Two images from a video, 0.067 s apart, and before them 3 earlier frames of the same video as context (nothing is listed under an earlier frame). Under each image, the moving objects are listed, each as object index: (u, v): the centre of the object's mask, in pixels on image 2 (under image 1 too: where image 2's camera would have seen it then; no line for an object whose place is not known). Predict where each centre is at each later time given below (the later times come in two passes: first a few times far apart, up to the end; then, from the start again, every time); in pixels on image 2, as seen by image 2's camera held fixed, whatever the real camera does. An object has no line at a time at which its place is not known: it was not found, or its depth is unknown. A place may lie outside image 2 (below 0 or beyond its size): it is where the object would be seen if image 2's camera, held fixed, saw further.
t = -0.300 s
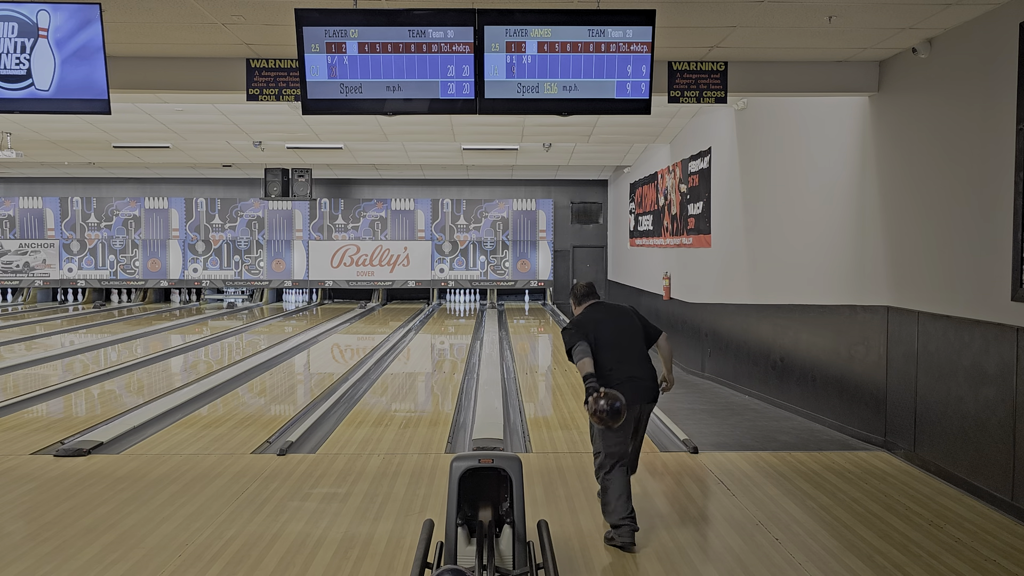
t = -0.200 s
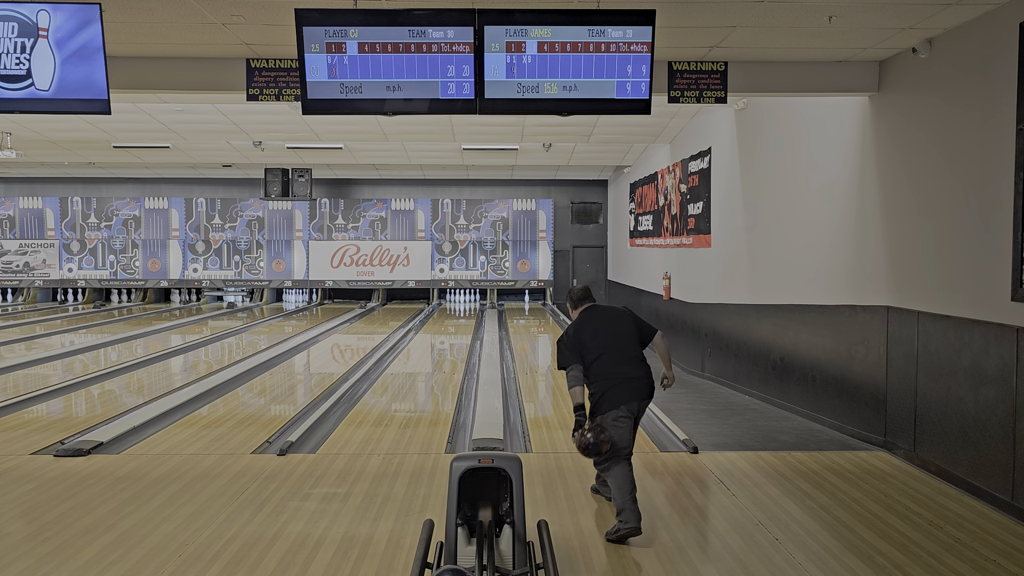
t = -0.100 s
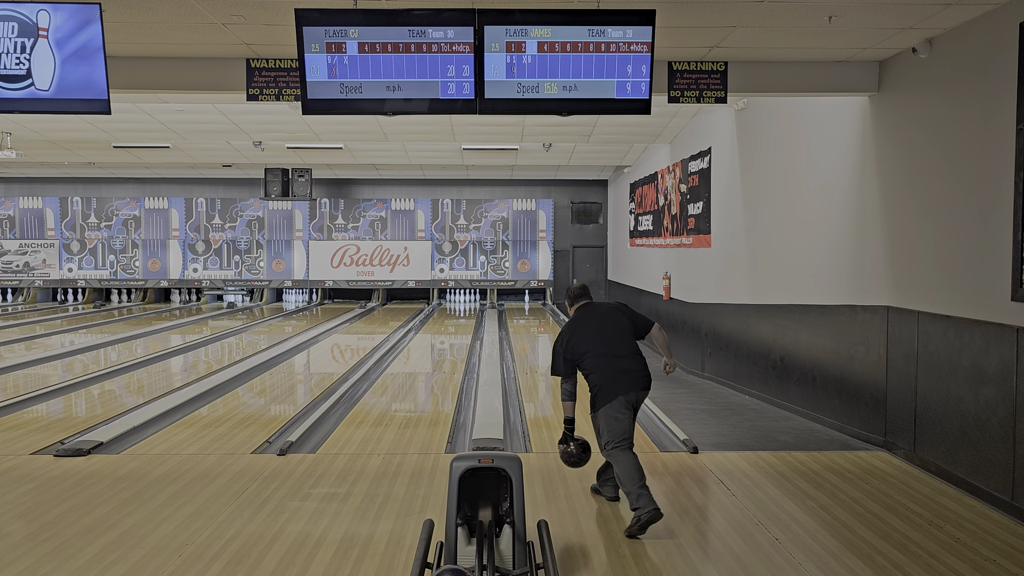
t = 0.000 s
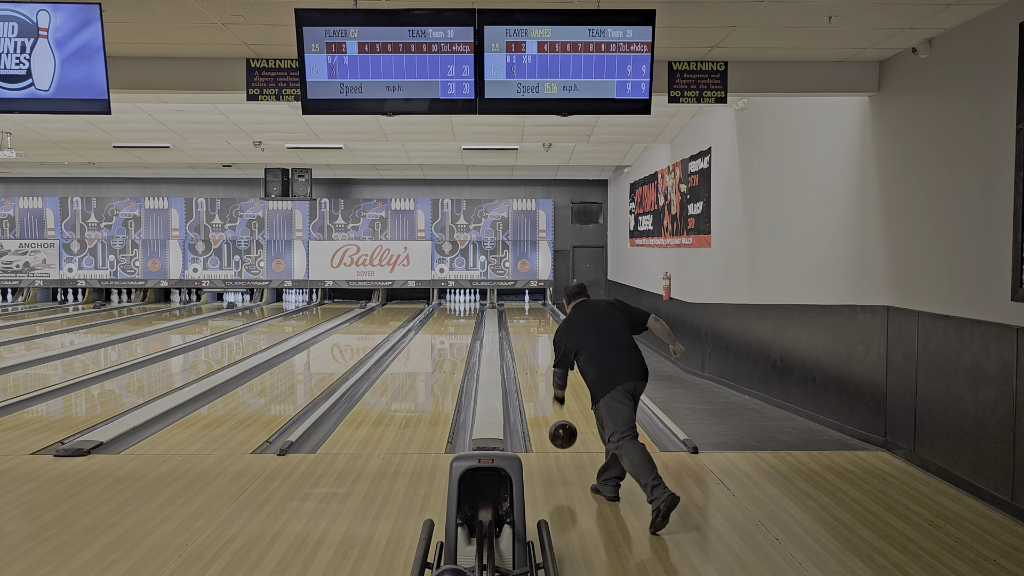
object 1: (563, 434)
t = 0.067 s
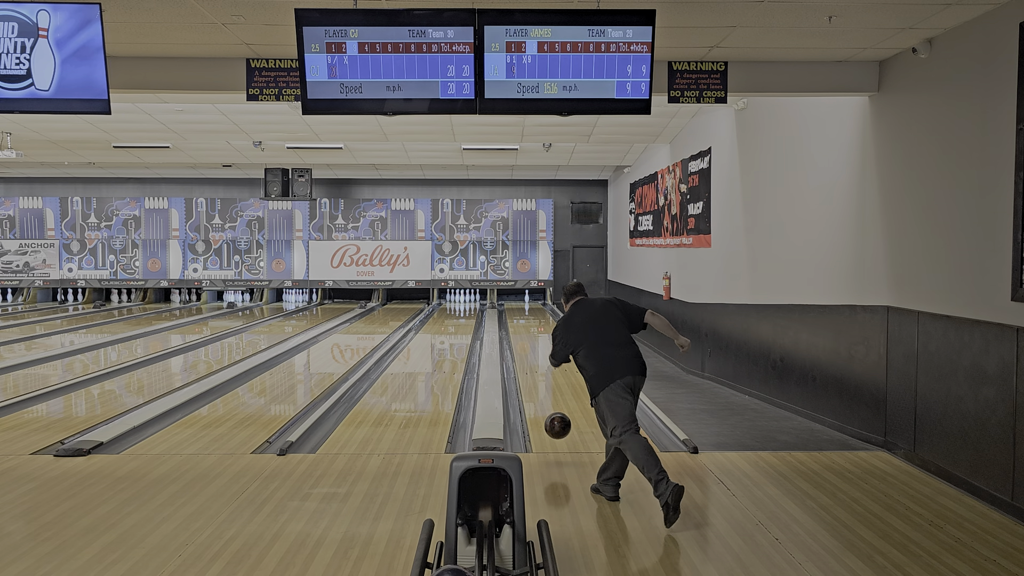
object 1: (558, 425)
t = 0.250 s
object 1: (546, 413)
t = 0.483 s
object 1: (537, 387)
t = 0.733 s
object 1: (530, 366)
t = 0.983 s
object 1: (525, 350)
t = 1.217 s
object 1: (521, 339)
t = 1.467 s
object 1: (519, 329)
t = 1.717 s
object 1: (517, 322)
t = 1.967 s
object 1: (516, 316)
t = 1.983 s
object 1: (516, 315)
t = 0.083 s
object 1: (556, 424)
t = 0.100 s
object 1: (555, 423)
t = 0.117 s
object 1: (554, 423)
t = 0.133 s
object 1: (553, 423)
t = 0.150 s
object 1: (552, 423)
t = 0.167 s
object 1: (551, 423)
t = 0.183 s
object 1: (550, 424)
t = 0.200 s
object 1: (549, 423)
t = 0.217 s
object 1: (548, 419)
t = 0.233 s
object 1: (547, 416)
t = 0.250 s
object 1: (546, 413)
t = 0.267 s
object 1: (546, 411)
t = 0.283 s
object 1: (545, 409)
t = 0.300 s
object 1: (544, 407)
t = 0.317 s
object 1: (543, 406)
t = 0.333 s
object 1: (542, 404)
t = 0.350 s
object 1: (542, 402)
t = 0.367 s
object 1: (541, 400)
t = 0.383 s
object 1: (540, 398)
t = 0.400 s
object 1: (540, 396)
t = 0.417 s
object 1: (539, 394)
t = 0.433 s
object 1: (538, 392)
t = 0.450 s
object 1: (538, 391)
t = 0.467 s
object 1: (537, 389)
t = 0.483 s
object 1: (537, 387)
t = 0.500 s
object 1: (536, 385)
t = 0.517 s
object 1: (536, 384)
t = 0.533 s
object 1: (535, 382)
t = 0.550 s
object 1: (534, 381)
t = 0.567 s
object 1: (534, 379)
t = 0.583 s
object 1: (534, 378)
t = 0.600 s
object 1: (533, 376)
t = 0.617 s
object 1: (532, 375)
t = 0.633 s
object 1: (531, 373)
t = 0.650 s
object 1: (532, 372)
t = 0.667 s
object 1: (531, 371)
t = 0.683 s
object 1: (531, 369)
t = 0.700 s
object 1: (530, 368)
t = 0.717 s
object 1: (530, 367)
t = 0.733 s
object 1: (530, 366)
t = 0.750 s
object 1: (529, 365)
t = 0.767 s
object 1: (529, 363)
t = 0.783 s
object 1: (529, 362)
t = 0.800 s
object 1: (528, 361)
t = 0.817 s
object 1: (528, 360)
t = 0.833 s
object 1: (528, 359)
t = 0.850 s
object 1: (527, 358)
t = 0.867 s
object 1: (527, 357)
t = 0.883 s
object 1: (526, 356)
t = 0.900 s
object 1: (526, 355)
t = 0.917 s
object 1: (526, 354)
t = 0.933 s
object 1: (525, 353)
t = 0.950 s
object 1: (525, 352)
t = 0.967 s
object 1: (525, 351)
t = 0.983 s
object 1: (525, 350)
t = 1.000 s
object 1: (524, 349)
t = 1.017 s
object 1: (524, 348)
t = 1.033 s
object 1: (524, 348)
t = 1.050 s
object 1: (524, 347)
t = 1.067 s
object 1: (523, 346)
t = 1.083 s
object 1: (523, 345)
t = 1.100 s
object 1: (523, 344)
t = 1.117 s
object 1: (523, 344)
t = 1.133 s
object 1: (522, 343)
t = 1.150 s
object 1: (522, 342)
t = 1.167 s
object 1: (522, 341)
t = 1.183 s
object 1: (522, 340)
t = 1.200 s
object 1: (522, 340)
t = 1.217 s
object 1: (521, 339)
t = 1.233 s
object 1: (521, 338)
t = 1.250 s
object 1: (521, 338)
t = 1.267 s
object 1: (521, 337)
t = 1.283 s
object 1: (521, 336)
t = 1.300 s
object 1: (521, 336)
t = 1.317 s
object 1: (520, 335)
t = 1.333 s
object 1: (520, 334)
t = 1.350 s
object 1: (520, 334)
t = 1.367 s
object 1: (520, 333)
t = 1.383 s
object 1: (520, 333)
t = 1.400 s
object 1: (519, 332)
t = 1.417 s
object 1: (519, 331)
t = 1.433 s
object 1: (519, 331)
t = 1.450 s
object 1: (519, 330)
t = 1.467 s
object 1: (519, 329)
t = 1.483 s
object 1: (519, 329)
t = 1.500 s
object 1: (519, 329)
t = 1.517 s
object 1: (519, 328)
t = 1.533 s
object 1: (518, 327)
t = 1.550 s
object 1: (518, 327)
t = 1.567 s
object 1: (518, 326)
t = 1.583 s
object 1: (518, 326)
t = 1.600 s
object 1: (518, 325)
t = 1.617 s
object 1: (518, 325)
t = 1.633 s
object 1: (518, 324)
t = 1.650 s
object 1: (518, 324)
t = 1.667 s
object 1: (518, 323)
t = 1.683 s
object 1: (518, 323)
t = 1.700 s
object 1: (517, 322)
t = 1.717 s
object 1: (517, 322)
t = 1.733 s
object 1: (517, 321)
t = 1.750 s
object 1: (517, 321)
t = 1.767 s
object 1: (517, 320)
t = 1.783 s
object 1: (517, 320)
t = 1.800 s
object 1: (517, 320)
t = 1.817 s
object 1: (517, 319)
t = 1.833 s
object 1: (517, 319)
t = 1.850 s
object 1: (517, 318)
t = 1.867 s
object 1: (517, 318)
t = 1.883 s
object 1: (517, 317)
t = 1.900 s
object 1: (517, 317)
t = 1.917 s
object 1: (516, 317)
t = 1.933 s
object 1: (516, 316)
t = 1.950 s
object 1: (517, 316)
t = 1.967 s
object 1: (516, 316)
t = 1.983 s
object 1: (516, 315)
